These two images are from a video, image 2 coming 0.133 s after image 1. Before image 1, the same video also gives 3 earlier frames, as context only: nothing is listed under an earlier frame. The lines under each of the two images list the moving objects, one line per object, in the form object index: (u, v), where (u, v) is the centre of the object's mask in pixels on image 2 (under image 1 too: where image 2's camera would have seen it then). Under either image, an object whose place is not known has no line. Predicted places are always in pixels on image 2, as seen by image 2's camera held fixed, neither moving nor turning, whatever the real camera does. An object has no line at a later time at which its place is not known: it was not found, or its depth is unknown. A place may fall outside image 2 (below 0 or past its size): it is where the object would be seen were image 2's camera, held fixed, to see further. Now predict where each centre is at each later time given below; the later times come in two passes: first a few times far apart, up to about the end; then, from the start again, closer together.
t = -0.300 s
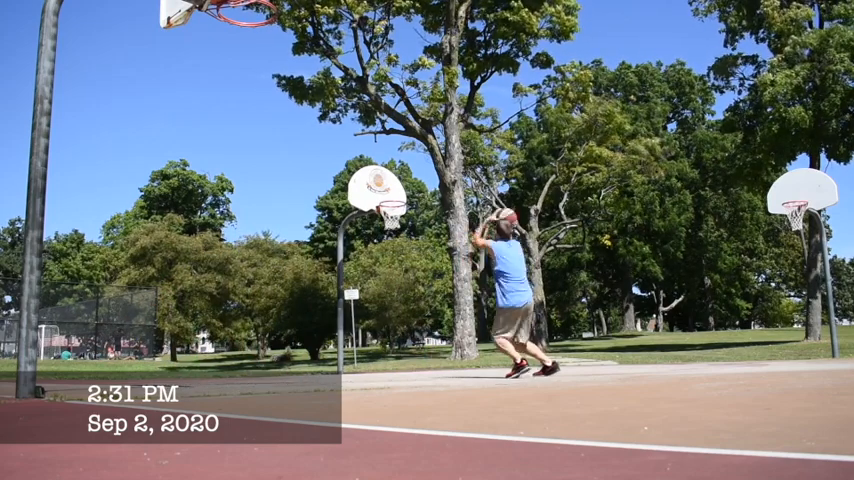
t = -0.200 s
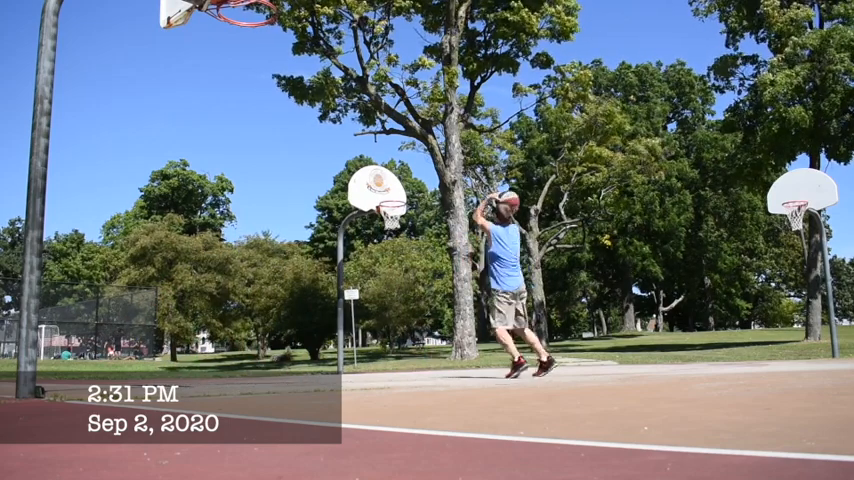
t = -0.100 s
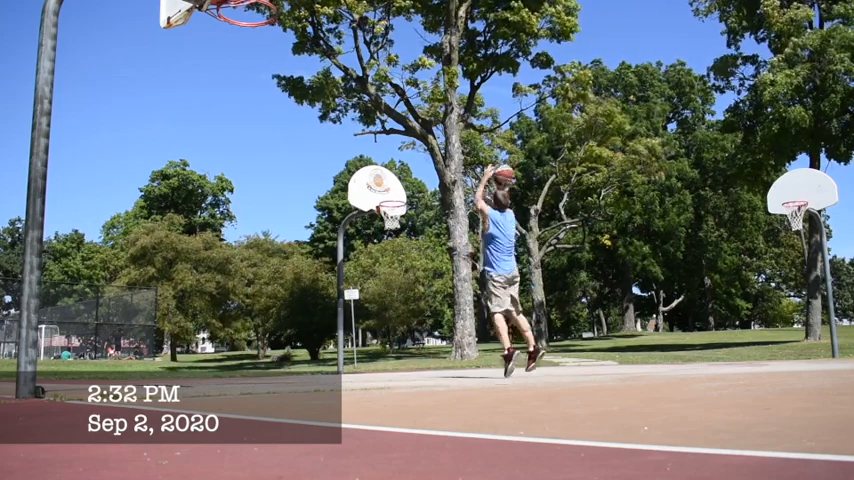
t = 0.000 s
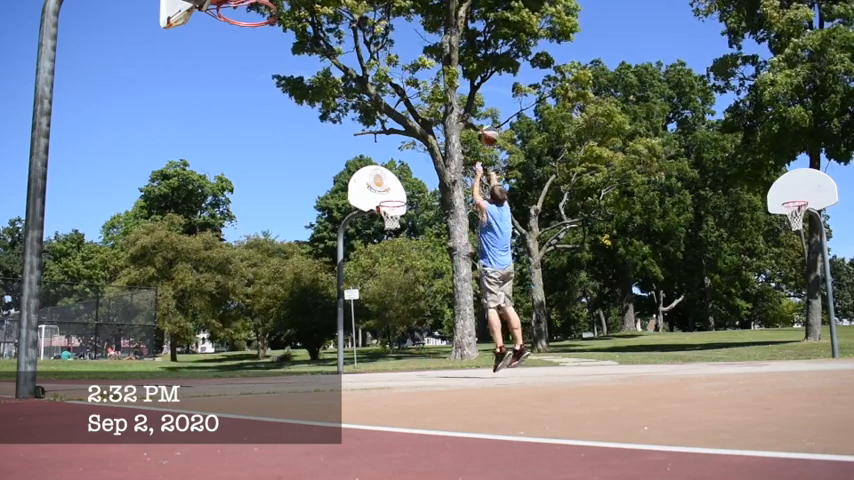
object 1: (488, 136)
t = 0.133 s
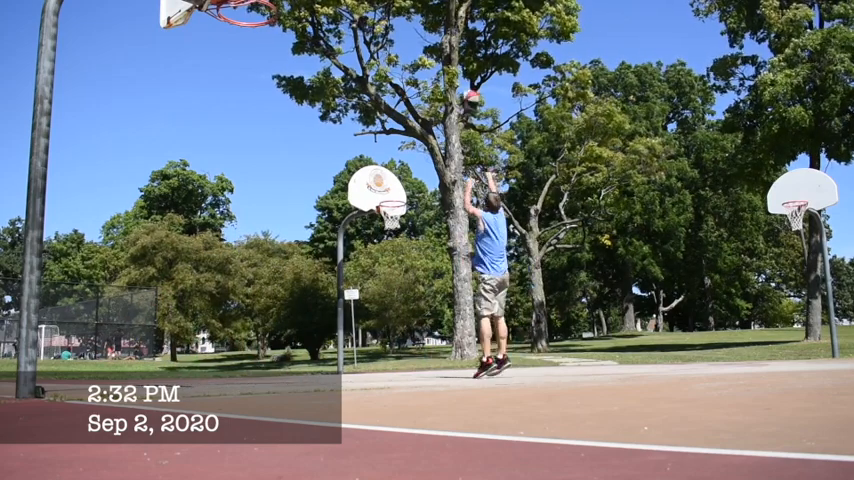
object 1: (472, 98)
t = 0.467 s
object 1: (434, 78)
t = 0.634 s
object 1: (422, 92)
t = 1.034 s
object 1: (397, 182)
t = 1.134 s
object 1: (391, 219)
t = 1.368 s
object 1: (389, 225)
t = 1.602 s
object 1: (389, 259)
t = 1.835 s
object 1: (386, 321)
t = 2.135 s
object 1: (388, 322)
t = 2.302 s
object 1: (391, 293)
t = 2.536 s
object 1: (395, 277)
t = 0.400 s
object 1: (440, 75)
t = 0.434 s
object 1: (437, 76)
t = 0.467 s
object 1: (434, 78)
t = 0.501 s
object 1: (432, 79)
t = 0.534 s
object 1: (429, 82)
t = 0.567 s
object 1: (426, 87)
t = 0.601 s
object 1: (423, 88)
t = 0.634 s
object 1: (422, 92)
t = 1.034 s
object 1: (397, 182)
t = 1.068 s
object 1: (395, 193)
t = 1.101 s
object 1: (394, 203)
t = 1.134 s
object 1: (391, 219)
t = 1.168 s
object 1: (390, 217)
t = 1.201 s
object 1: (390, 218)
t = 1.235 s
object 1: (390, 219)
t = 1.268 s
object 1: (390, 217)
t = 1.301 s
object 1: (390, 220)
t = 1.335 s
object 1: (390, 223)
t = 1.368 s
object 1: (389, 225)
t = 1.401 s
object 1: (388, 228)
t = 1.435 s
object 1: (388, 232)
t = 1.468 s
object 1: (388, 237)
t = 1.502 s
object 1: (388, 240)
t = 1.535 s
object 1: (387, 245)
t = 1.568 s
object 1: (388, 253)
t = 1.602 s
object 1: (389, 259)
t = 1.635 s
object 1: (388, 265)
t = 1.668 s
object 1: (387, 274)
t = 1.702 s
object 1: (387, 282)
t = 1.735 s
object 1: (386, 290)
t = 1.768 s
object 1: (387, 299)
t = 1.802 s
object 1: (386, 310)
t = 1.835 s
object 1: (386, 321)
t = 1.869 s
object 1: (385, 331)
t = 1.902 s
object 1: (386, 343)
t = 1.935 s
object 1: (385, 357)
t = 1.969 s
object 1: (385, 366)
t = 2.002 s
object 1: (386, 357)
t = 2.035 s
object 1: (387, 347)
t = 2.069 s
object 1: (387, 338)
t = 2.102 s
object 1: (388, 330)
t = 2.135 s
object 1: (388, 322)
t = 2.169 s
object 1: (389, 315)
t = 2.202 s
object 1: (389, 309)
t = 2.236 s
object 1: (390, 303)
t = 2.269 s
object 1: (390, 298)
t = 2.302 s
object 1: (391, 293)
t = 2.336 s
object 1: (391, 289)
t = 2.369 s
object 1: (392, 285)
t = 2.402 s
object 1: (392, 283)
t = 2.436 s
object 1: (393, 280)
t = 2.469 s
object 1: (393, 279)
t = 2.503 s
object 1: (394, 277)
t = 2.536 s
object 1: (395, 277)
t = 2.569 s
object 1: (395, 277)
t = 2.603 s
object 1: (396, 277)
